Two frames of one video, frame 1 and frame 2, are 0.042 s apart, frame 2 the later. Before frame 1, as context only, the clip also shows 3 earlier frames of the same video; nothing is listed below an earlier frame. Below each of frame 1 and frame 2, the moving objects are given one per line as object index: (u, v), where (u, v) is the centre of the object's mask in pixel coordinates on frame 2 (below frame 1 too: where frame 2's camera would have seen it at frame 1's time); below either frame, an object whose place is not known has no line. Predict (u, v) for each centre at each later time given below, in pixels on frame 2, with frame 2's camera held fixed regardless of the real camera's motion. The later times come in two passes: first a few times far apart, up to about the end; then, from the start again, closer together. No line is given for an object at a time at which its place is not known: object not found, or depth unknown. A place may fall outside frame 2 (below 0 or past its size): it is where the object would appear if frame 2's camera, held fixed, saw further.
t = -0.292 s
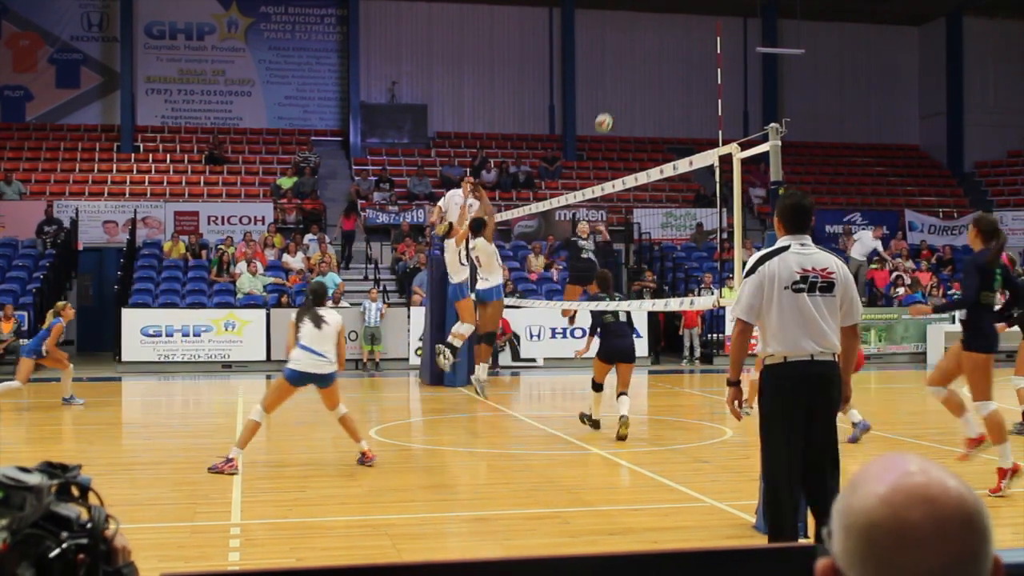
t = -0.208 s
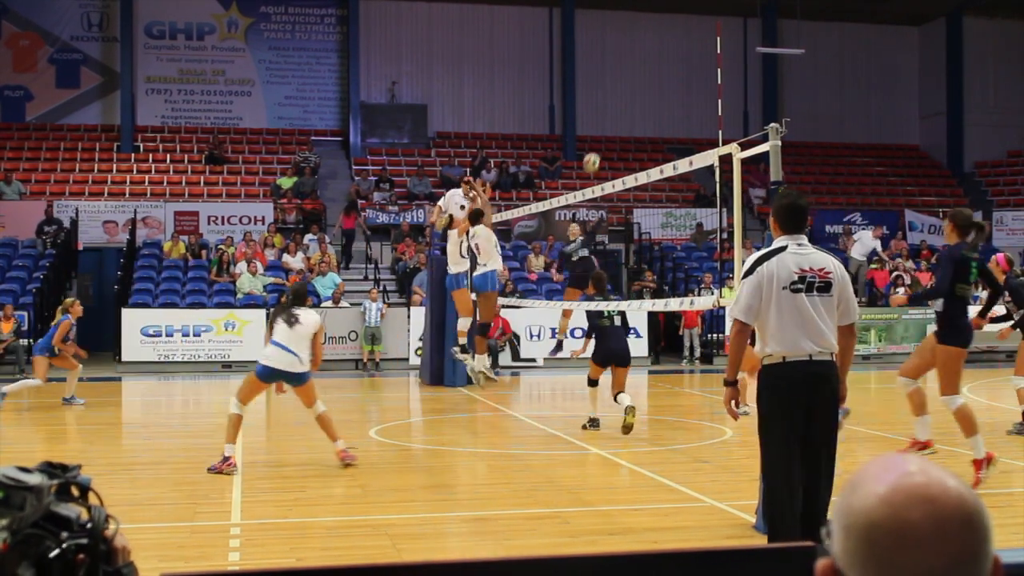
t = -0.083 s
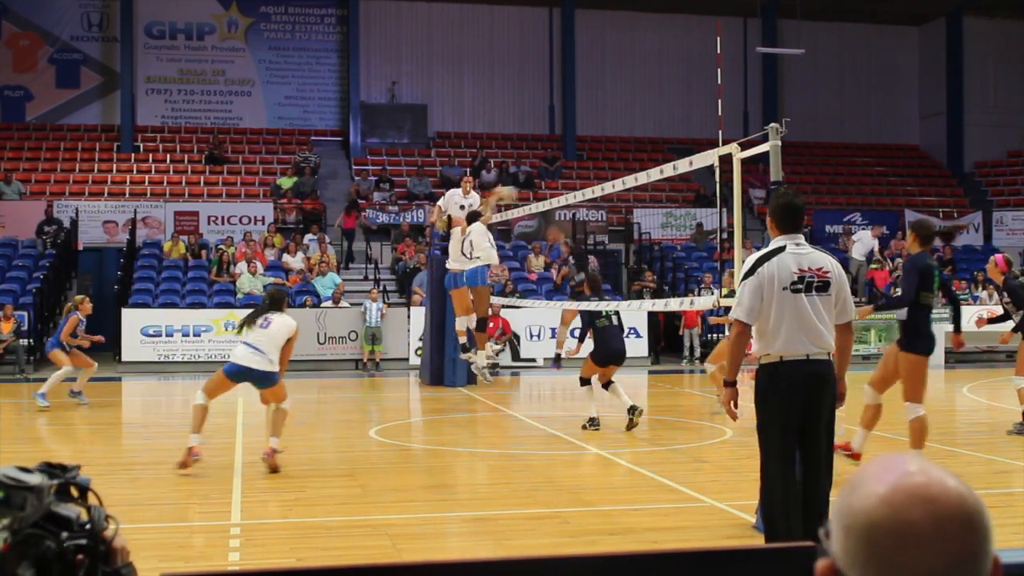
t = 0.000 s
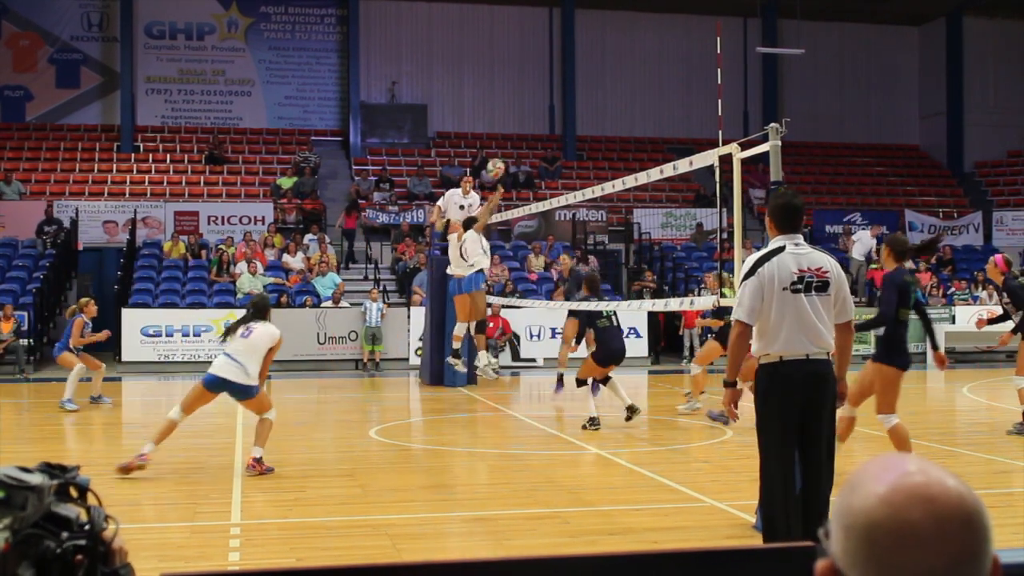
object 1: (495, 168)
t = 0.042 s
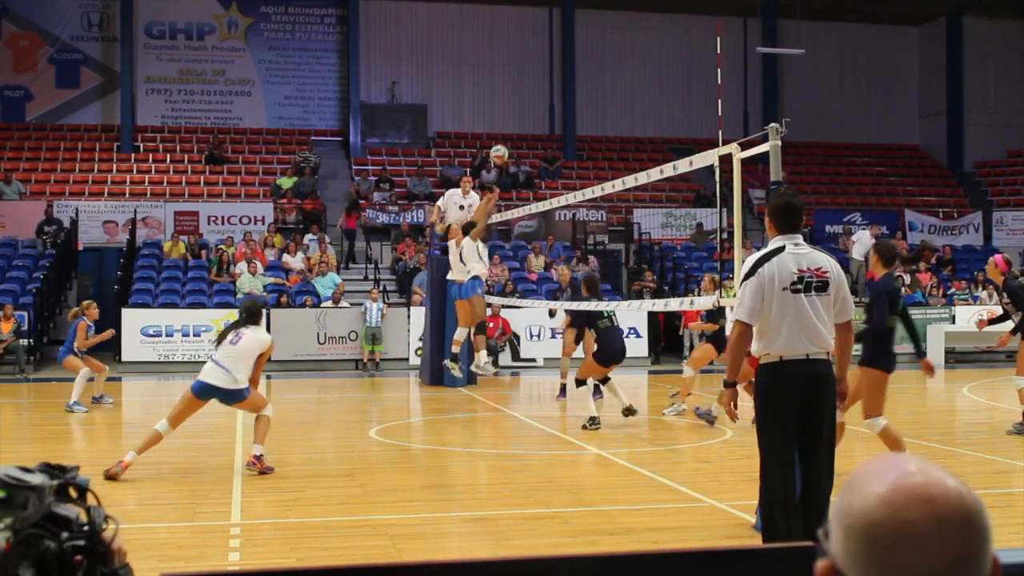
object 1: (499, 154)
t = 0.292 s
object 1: (519, 100)
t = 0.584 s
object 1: (541, 101)
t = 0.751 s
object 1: (553, 131)
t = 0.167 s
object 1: (509, 120)
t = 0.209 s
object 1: (512, 112)
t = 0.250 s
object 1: (516, 105)
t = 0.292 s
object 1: (519, 100)
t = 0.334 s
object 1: (522, 96)
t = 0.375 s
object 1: (525, 94)
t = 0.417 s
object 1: (528, 92)
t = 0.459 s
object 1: (532, 93)
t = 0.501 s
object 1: (535, 94)
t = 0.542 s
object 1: (538, 97)
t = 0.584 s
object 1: (541, 101)
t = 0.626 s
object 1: (544, 106)
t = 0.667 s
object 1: (547, 113)
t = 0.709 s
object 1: (550, 122)
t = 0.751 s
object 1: (553, 131)
